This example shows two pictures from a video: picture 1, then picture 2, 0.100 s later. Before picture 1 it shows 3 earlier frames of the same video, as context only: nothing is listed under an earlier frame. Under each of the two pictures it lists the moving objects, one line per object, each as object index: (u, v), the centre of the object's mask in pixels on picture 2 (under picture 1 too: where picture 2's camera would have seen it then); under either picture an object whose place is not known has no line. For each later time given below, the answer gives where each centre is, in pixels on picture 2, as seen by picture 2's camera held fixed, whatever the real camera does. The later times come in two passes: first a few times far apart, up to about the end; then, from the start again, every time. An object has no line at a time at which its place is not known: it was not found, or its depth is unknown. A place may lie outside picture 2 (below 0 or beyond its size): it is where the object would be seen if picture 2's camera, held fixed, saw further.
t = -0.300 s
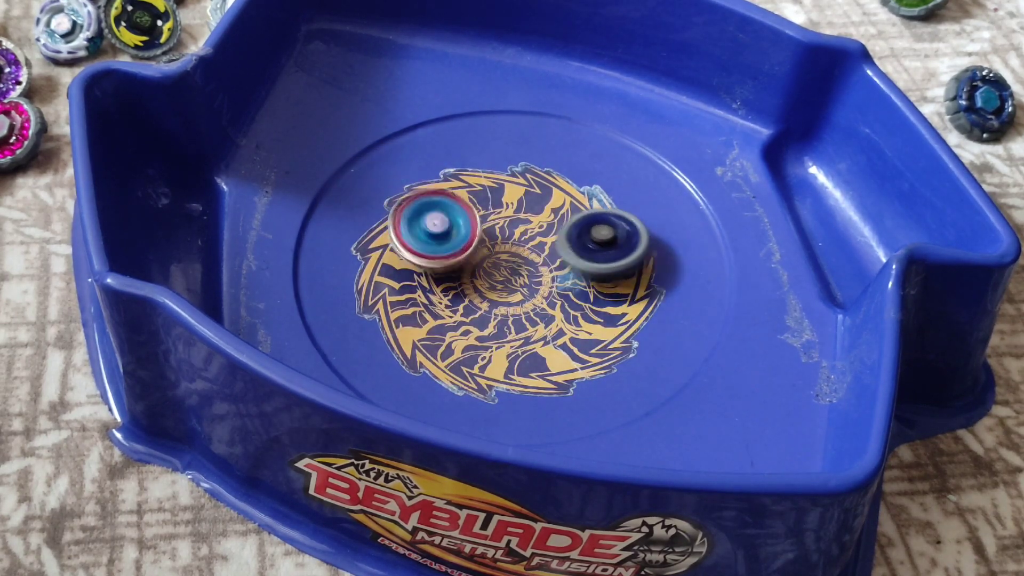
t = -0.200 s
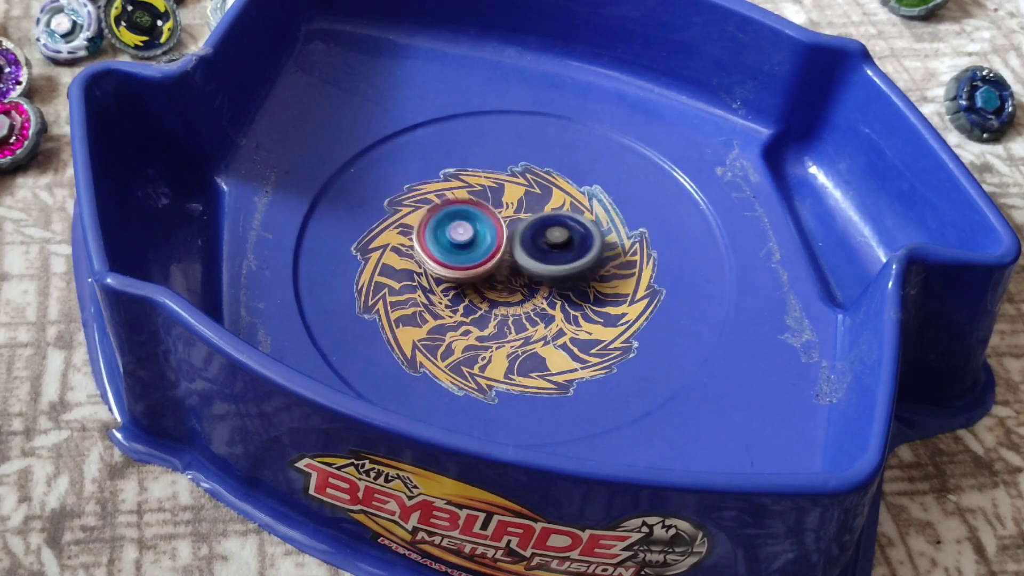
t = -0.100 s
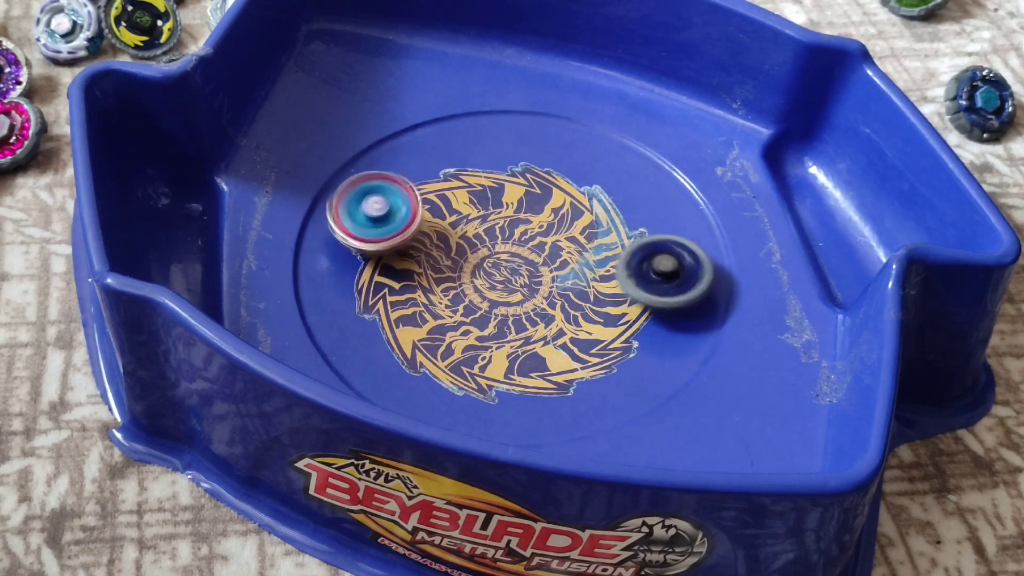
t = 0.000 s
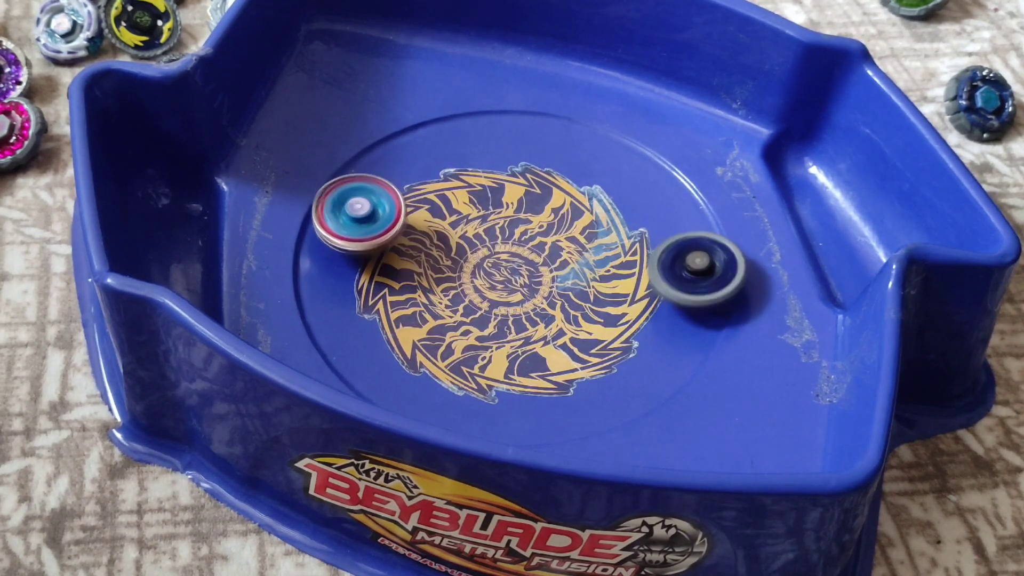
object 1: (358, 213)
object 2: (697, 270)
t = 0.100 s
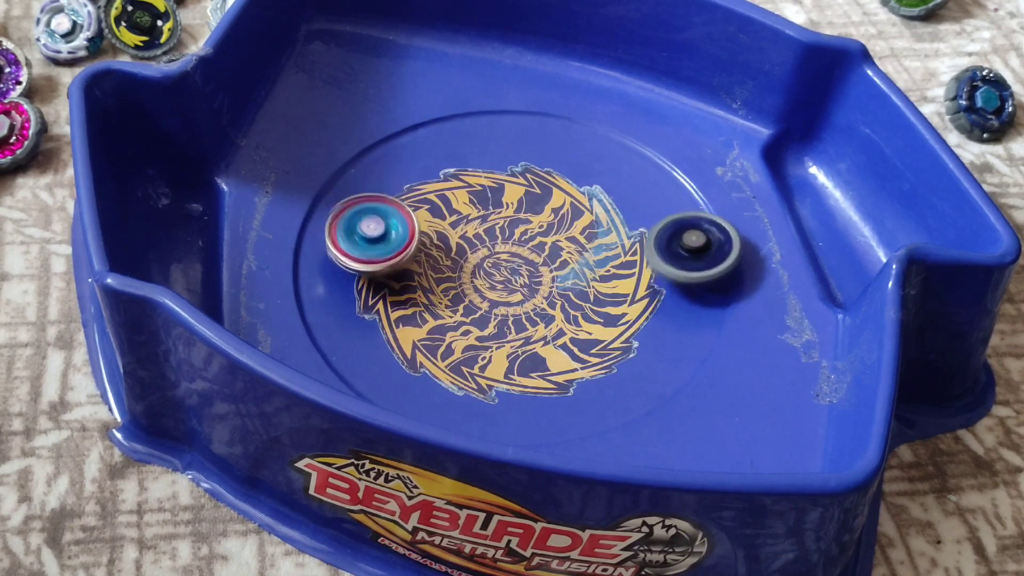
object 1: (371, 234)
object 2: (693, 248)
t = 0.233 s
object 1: (397, 262)
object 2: (660, 227)
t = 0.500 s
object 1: (456, 293)
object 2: (543, 237)
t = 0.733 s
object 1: (366, 369)
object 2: (622, 162)
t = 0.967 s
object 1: (438, 393)
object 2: (502, 163)
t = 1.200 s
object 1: (493, 366)
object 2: (397, 220)
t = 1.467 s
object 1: (522, 308)
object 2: (366, 326)
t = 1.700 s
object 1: (524, 265)
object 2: (454, 386)
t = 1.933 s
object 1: (530, 241)
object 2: (563, 351)
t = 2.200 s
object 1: (505, 152)
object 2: (654, 360)
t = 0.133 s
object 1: (377, 242)
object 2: (688, 242)
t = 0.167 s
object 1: (383, 249)
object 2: (680, 236)
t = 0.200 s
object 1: (391, 256)
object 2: (671, 231)
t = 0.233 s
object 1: (397, 262)
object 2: (660, 227)
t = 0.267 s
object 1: (405, 267)
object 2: (647, 225)
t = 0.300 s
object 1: (413, 272)
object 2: (634, 224)
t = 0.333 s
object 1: (421, 276)
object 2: (619, 223)
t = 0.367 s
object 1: (428, 281)
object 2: (604, 224)
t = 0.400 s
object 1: (436, 284)
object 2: (589, 225)
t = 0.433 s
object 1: (443, 287)
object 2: (574, 228)
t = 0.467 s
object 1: (449, 290)
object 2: (558, 232)
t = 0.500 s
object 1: (456, 293)
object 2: (543, 237)
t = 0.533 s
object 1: (463, 294)
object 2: (529, 242)
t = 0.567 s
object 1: (431, 309)
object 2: (548, 229)
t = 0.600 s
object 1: (395, 328)
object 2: (577, 209)
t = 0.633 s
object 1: (370, 343)
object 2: (600, 191)
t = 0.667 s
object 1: (358, 354)
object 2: (616, 180)
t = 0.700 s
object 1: (359, 361)
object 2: (624, 170)
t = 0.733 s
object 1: (366, 369)
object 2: (622, 162)
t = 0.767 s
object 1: (374, 376)
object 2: (613, 158)
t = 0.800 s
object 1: (380, 382)
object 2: (596, 155)
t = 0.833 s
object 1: (387, 388)
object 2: (577, 153)
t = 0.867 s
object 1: (399, 391)
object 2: (558, 153)
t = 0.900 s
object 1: (413, 392)
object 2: (539, 155)
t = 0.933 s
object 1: (425, 392)
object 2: (520, 159)
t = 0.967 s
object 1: (438, 393)
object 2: (502, 163)
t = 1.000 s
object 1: (452, 391)
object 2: (483, 167)
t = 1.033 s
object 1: (463, 389)
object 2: (467, 174)
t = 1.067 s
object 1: (471, 387)
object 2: (451, 182)
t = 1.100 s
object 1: (478, 382)
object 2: (436, 190)
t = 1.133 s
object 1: (484, 377)
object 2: (422, 200)
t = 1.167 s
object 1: (489, 372)
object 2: (409, 210)
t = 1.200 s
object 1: (493, 366)
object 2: (397, 220)
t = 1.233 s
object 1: (498, 360)
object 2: (387, 232)
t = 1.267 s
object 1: (503, 352)
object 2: (377, 244)
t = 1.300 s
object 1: (506, 345)
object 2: (371, 257)
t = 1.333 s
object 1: (510, 338)
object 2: (366, 270)
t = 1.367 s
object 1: (514, 329)
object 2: (363, 284)
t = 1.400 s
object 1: (517, 322)
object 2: (361, 299)
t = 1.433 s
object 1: (520, 315)
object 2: (362, 313)
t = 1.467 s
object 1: (522, 308)
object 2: (366, 326)
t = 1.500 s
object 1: (523, 301)
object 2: (372, 340)
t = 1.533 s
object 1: (524, 294)
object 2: (381, 352)
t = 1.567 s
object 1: (524, 287)
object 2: (392, 363)
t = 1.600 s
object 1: (525, 281)
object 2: (406, 371)
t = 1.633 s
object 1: (524, 276)
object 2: (420, 378)
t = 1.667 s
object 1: (524, 270)
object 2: (437, 383)
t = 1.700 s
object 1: (524, 265)
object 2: (454, 386)
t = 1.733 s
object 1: (524, 261)
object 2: (472, 387)
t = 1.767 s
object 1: (525, 257)
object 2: (490, 386)
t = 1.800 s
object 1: (526, 253)
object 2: (508, 382)
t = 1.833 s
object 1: (526, 249)
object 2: (524, 377)
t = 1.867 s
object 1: (527, 247)
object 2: (539, 370)
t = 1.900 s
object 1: (528, 244)
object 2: (551, 361)
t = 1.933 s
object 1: (530, 241)
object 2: (563, 351)
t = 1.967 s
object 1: (532, 239)
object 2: (572, 340)
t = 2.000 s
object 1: (533, 237)
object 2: (578, 327)
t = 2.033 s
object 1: (535, 234)
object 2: (583, 313)
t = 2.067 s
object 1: (537, 232)
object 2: (586, 301)
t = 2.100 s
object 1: (531, 211)
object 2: (605, 317)
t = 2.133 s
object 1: (521, 186)
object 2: (624, 338)
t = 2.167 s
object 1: (512, 166)
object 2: (641, 353)
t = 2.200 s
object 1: (505, 152)
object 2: (654, 360)
